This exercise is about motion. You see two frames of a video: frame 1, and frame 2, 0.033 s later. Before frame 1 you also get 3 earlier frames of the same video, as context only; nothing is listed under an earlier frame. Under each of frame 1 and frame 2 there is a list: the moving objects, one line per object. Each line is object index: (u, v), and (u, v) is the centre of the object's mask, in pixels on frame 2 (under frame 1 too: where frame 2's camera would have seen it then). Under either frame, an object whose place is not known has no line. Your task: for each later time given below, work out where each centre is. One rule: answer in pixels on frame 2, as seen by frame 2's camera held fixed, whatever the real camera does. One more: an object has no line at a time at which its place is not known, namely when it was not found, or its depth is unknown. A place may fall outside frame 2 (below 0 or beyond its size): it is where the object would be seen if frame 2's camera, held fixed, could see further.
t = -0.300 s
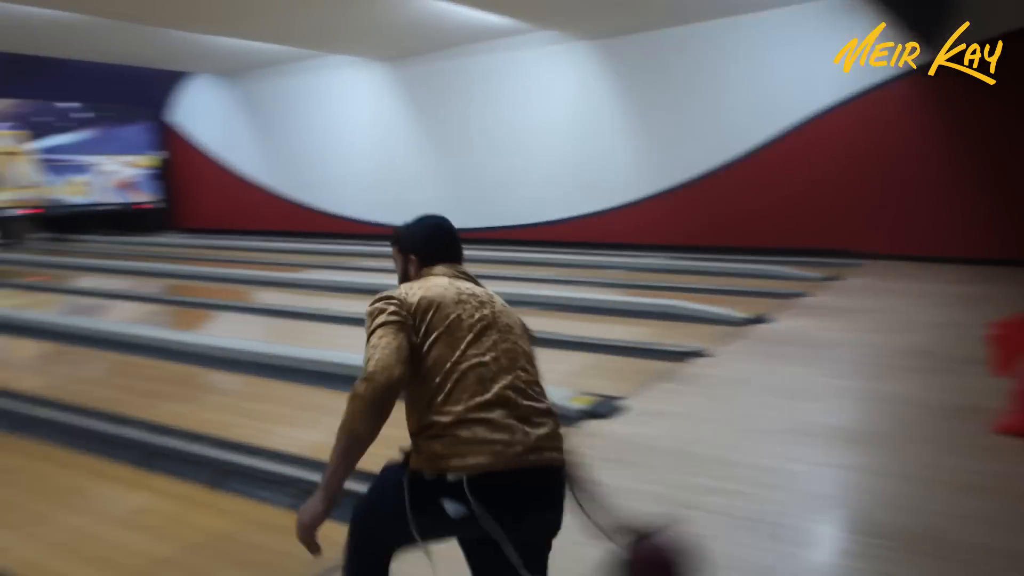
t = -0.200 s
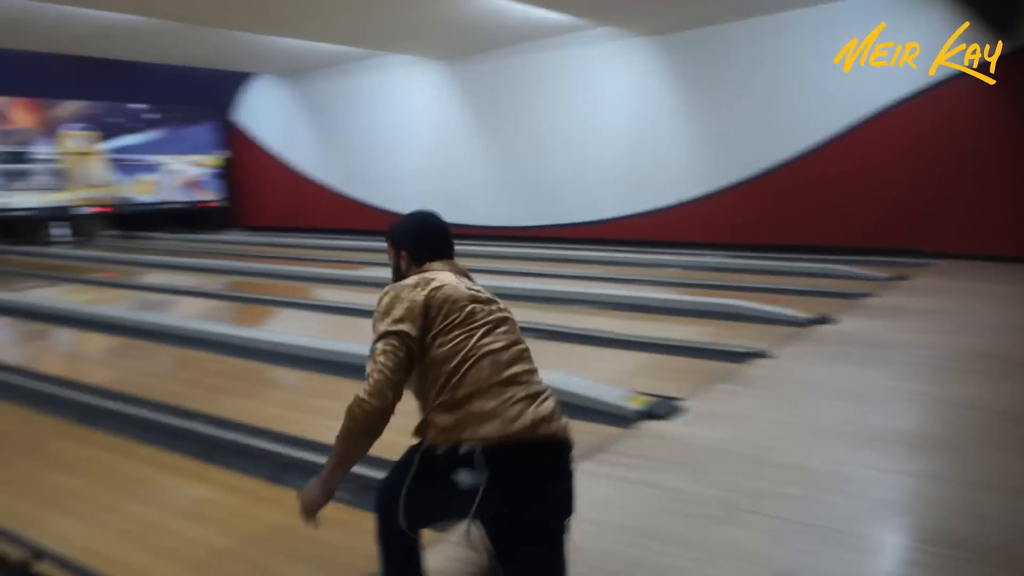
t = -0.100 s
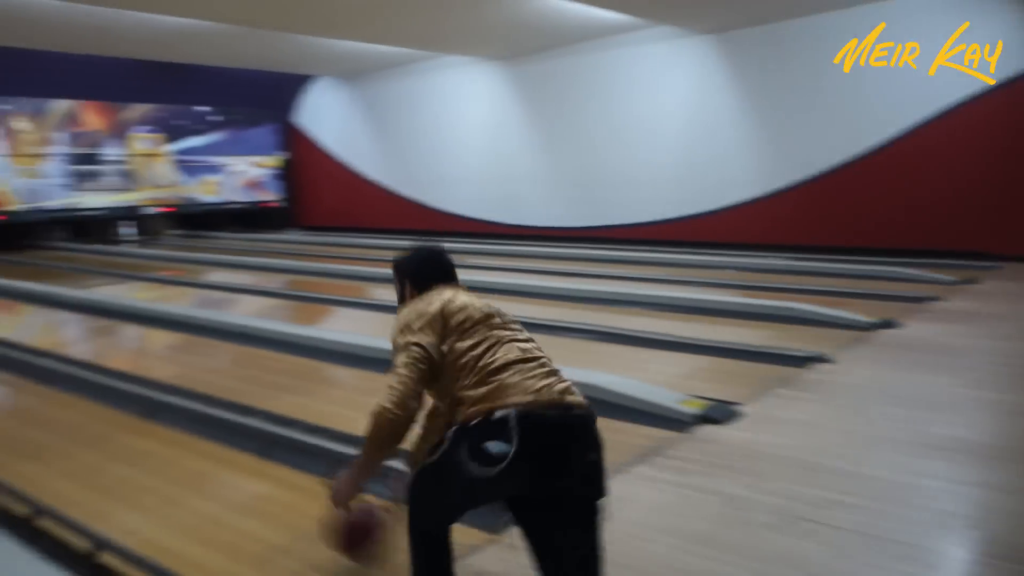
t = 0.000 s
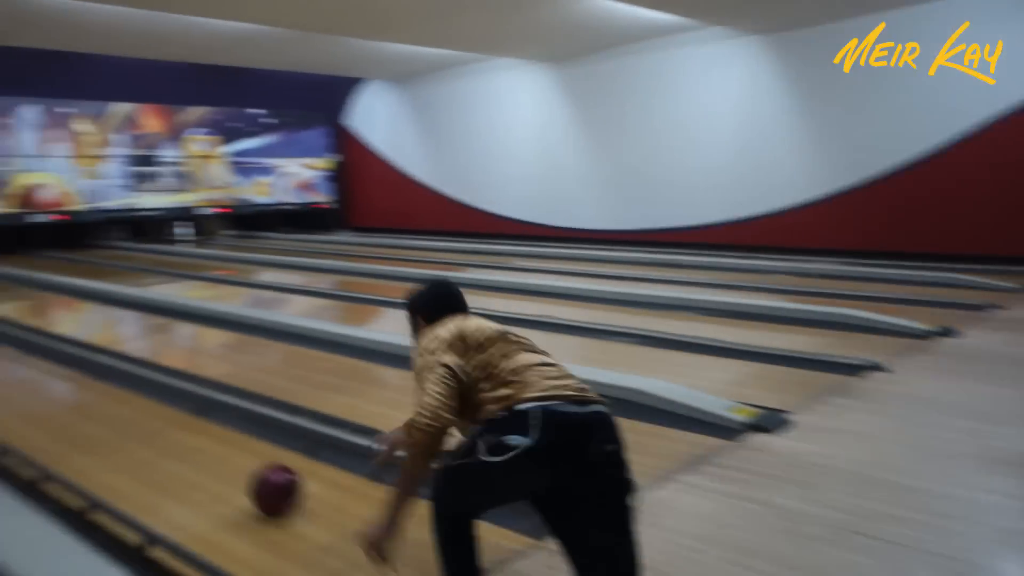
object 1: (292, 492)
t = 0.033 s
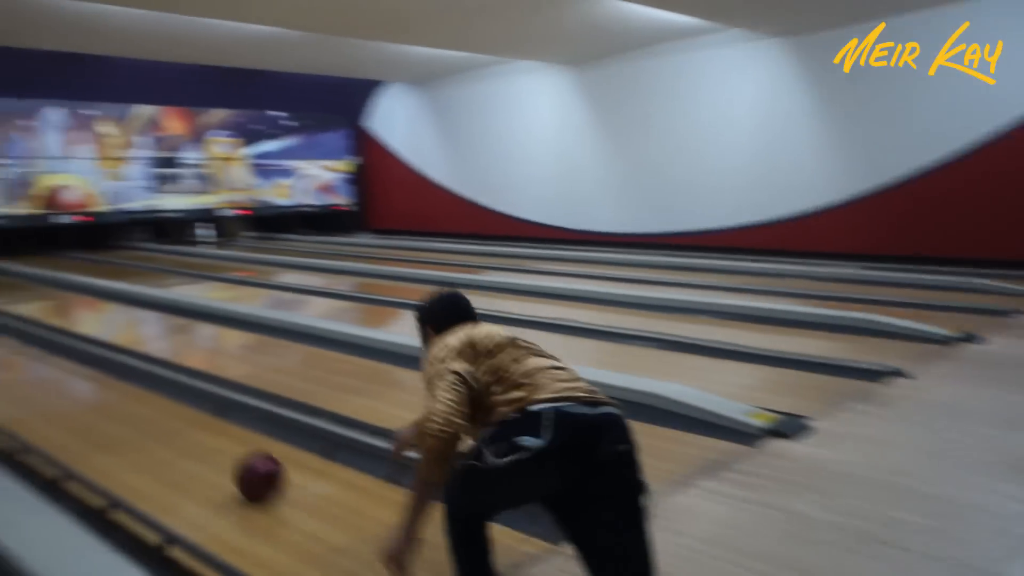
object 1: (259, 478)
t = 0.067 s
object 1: (229, 464)
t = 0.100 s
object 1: (201, 452)
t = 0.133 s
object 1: (176, 441)
